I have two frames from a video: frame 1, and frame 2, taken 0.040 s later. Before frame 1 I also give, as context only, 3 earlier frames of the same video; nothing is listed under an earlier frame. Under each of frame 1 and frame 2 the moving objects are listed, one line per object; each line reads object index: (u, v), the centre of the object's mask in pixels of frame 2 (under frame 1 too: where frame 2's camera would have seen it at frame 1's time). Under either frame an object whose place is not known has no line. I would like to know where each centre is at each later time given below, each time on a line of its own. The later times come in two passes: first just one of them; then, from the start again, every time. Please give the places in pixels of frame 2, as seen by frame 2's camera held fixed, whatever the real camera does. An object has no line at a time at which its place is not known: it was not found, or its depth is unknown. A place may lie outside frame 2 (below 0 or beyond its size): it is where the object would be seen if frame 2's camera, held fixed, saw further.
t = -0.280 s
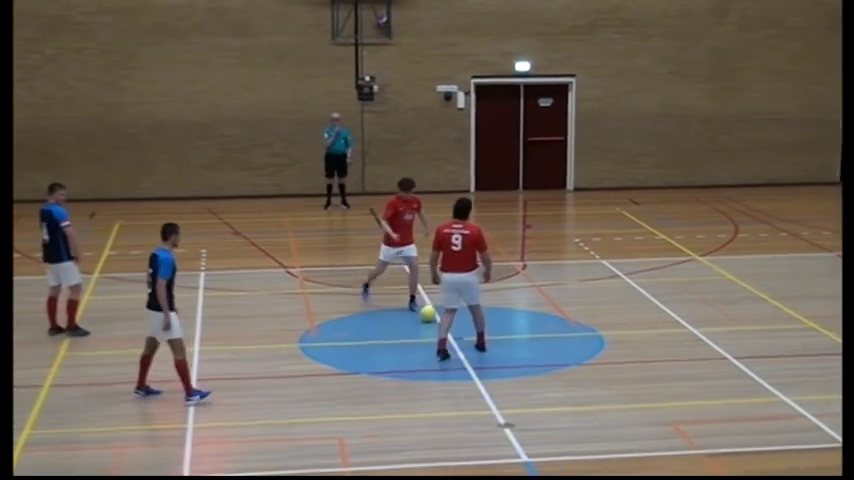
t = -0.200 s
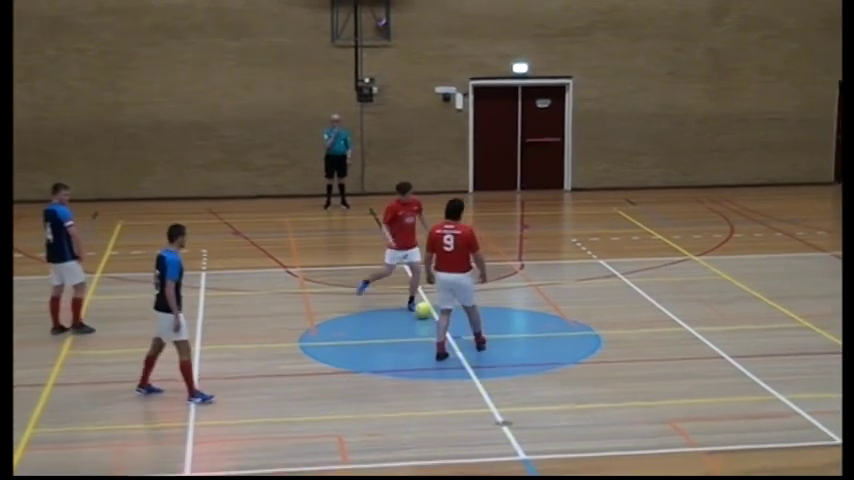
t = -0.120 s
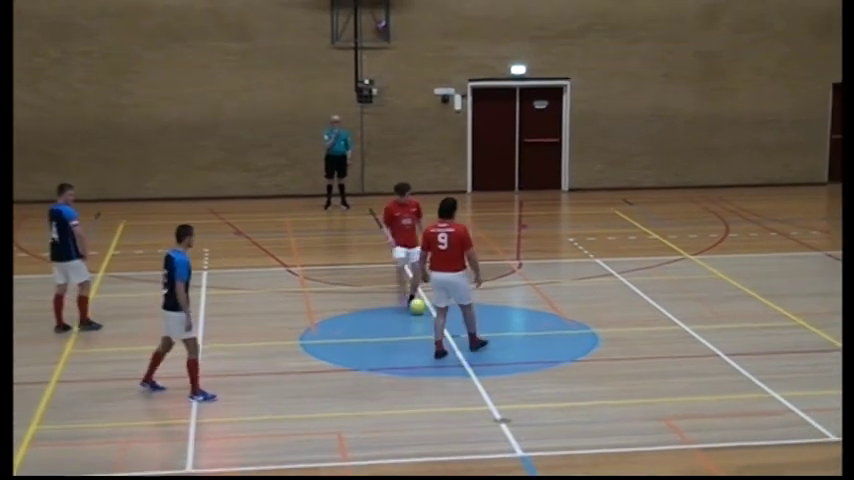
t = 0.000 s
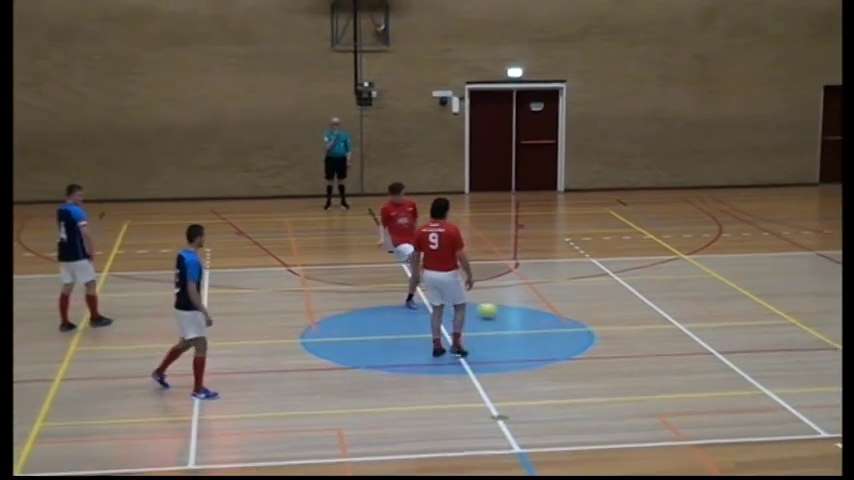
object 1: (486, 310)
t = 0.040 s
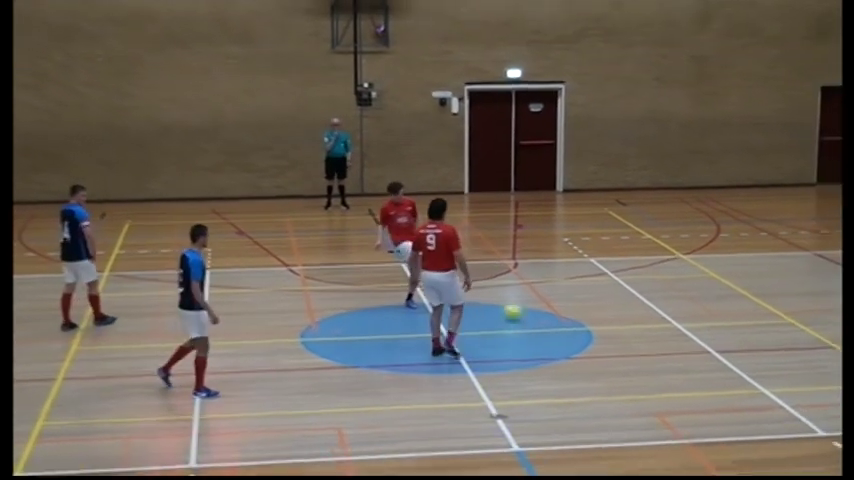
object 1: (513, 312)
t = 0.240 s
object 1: (636, 323)
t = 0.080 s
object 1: (538, 315)
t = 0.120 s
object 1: (563, 317)
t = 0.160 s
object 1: (587, 319)
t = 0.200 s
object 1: (612, 321)
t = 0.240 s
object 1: (636, 323)
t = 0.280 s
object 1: (660, 325)
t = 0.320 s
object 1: (683, 327)
